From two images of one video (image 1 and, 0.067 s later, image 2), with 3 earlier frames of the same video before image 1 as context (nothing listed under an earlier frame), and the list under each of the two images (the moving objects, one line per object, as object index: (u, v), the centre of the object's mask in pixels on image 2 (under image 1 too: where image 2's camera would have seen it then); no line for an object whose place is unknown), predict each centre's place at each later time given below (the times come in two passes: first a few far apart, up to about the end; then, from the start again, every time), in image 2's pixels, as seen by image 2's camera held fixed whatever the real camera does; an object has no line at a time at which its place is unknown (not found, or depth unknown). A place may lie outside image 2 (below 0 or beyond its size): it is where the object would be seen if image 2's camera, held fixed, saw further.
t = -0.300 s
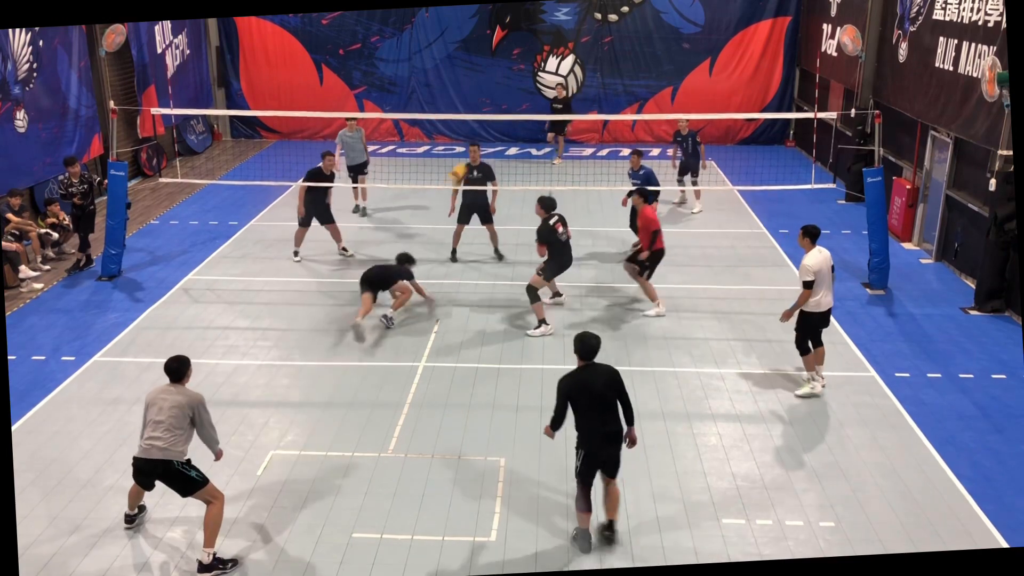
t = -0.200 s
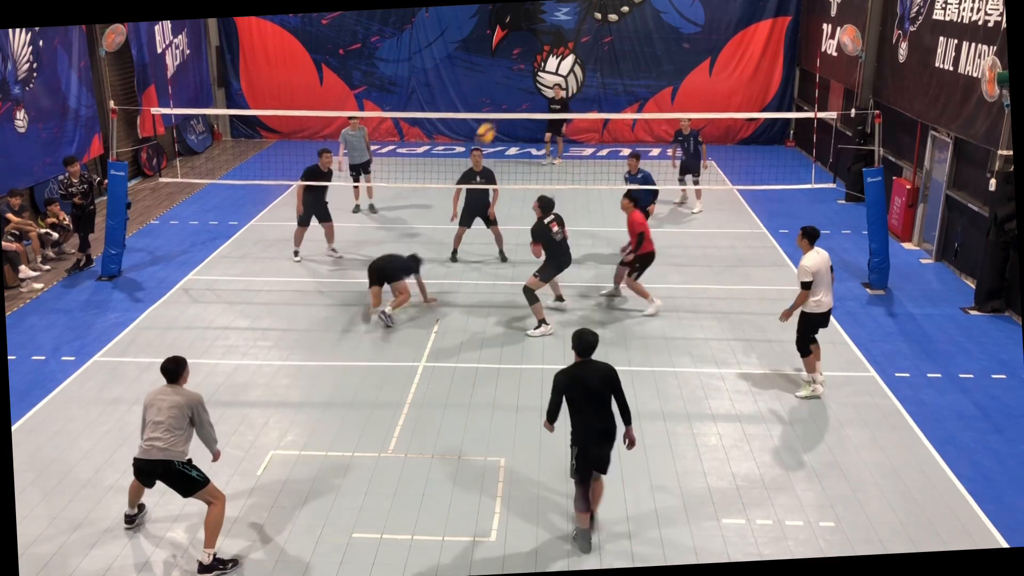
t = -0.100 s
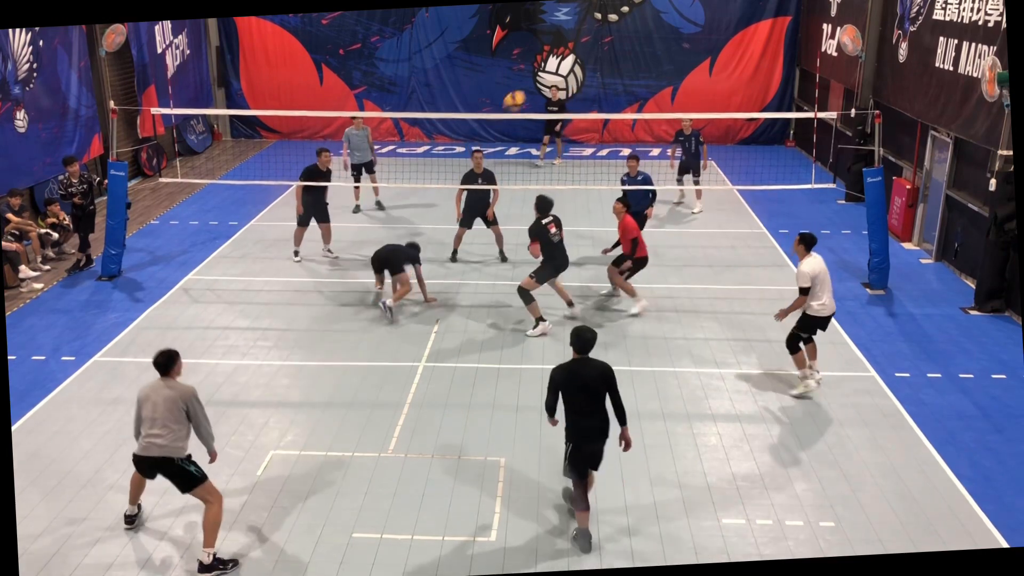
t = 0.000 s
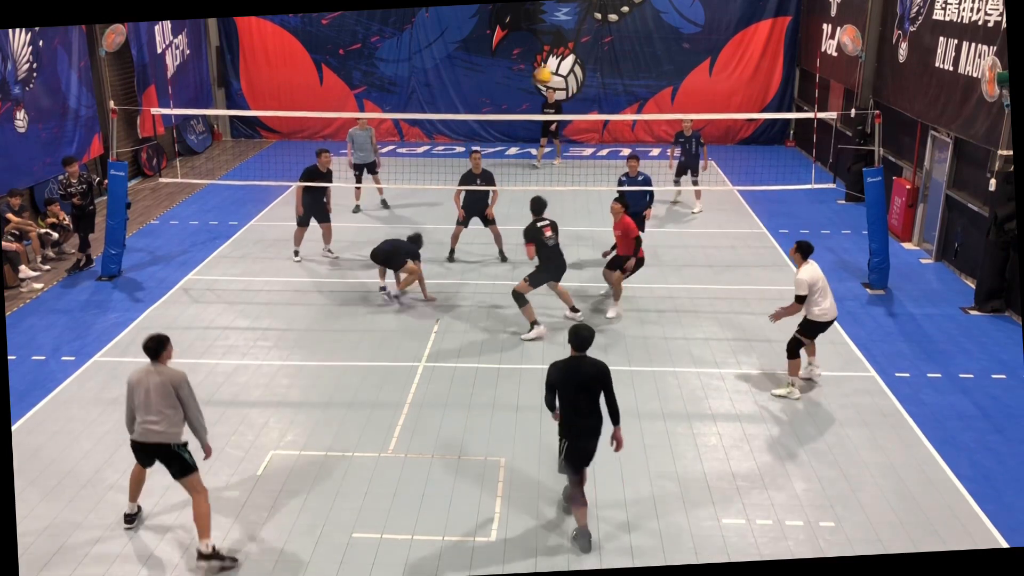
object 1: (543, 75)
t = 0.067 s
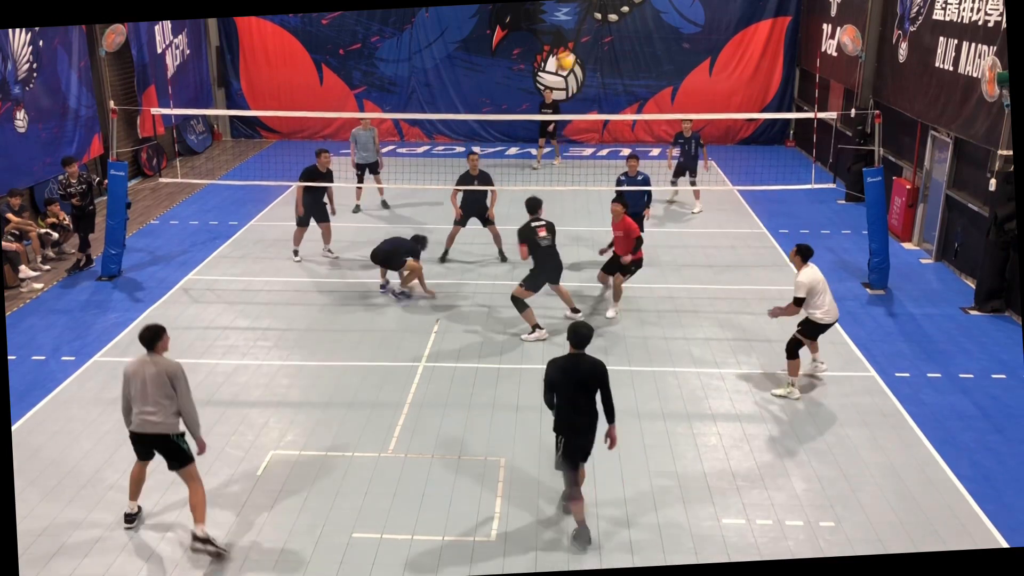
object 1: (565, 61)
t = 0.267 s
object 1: (625, 47)
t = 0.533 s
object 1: (706, 82)
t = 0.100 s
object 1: (575, 57)
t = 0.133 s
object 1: (586, 53)
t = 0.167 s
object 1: (594, 50)
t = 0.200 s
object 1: (604, 48)
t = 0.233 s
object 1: (615, 47)
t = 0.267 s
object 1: (625, 47)
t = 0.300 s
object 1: (635, 48)
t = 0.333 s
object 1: (645, 50)
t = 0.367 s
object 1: (655, 53)
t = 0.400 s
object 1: (665, 57)
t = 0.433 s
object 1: (675, 62)
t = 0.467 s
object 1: (685, 67)
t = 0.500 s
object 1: (694, 74)
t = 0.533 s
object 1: (706, 82)
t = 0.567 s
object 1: (715, 91)
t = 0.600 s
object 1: (724, 101)
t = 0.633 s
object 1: (734, 112)
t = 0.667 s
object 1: (744, 126)
